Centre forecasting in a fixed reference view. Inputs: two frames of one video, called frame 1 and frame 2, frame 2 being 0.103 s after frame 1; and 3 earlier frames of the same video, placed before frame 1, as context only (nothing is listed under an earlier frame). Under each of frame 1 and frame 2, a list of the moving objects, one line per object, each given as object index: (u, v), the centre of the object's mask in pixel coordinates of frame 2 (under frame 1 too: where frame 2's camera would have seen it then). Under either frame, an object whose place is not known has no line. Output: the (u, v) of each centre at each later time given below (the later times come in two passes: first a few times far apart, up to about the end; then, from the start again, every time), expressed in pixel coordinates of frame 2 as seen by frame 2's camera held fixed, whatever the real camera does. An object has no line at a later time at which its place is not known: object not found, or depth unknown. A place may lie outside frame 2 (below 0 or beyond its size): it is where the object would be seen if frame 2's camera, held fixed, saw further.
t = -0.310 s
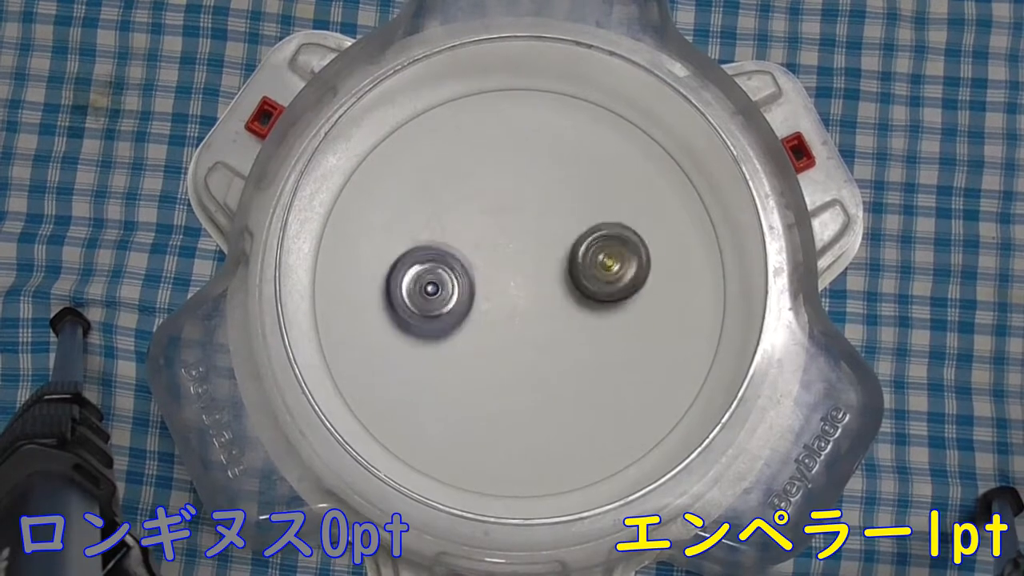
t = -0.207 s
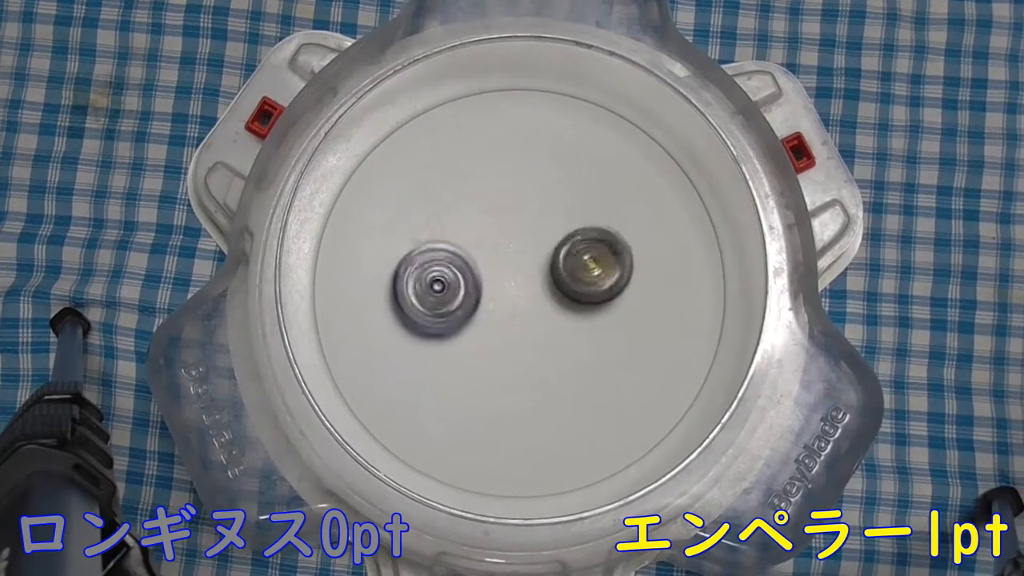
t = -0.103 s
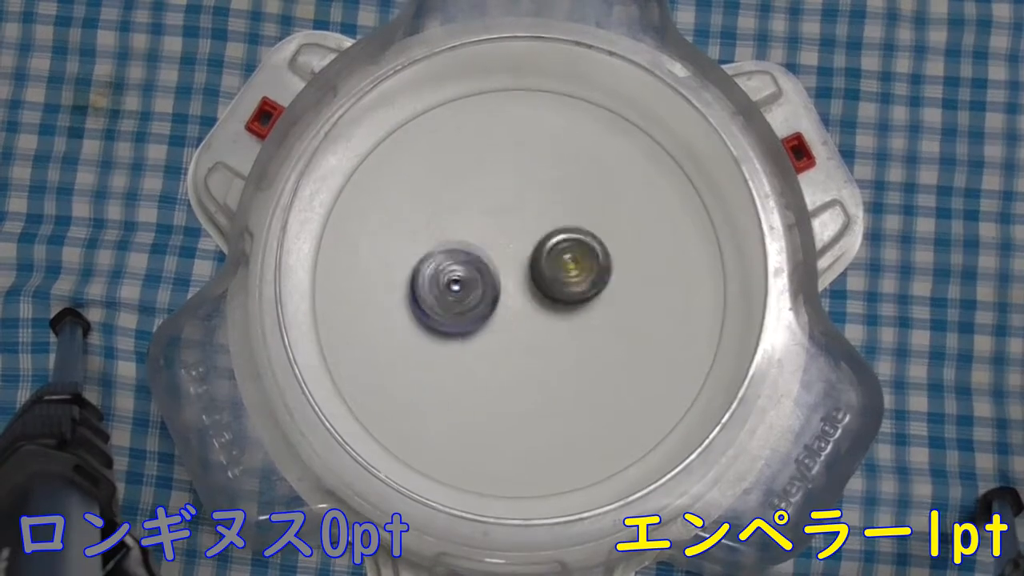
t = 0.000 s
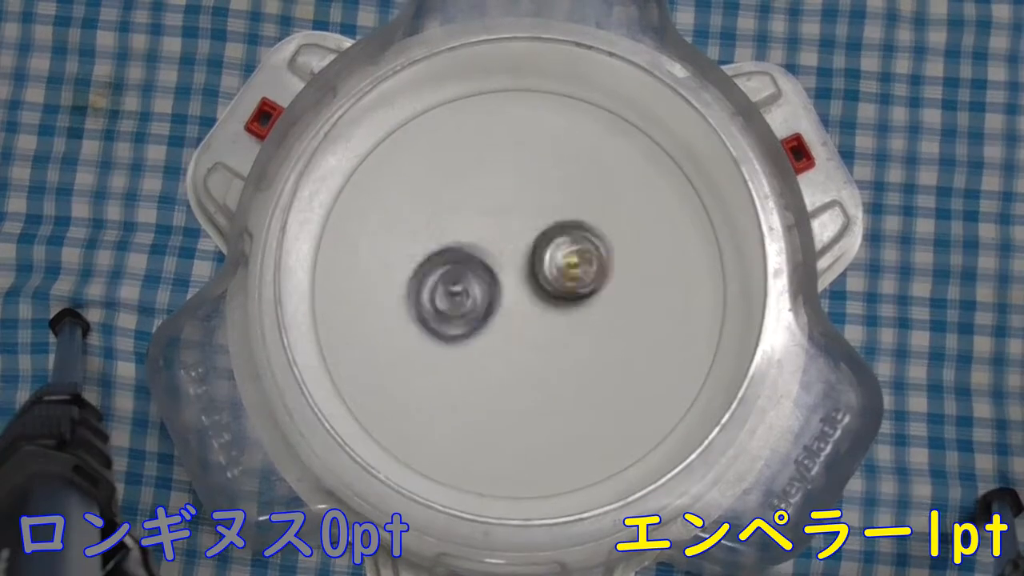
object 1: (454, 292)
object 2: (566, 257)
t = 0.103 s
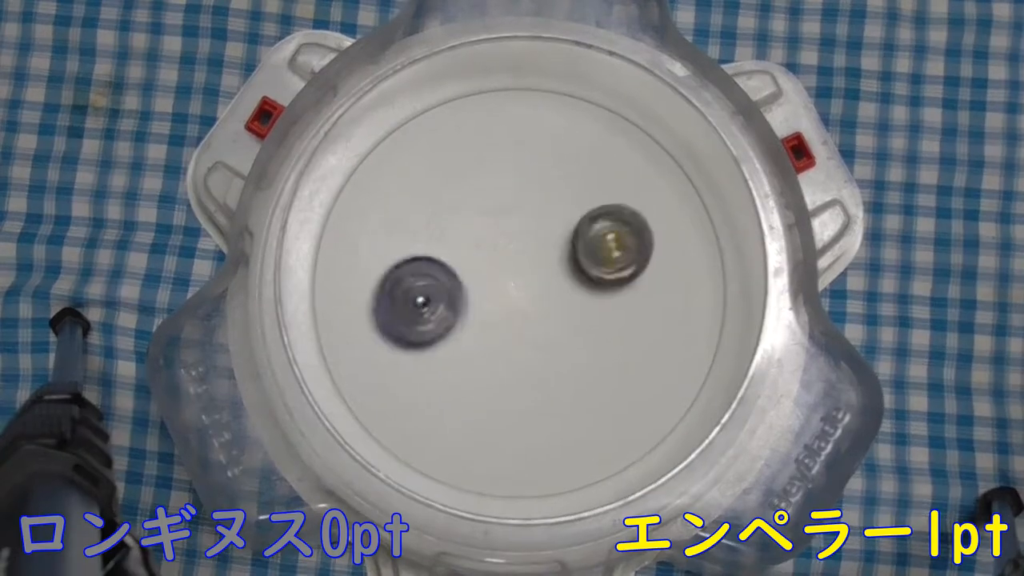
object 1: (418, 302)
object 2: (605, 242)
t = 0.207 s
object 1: (421, 304)
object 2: (610, 231)
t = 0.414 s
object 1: (457, 293)
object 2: (605, 234)
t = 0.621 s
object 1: (502, 251)
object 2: (579, 245)
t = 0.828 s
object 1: (458, 216)
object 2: (564, 249)
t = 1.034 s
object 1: (455, 242)
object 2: (532, 239)
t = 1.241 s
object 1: (468, 300)
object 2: (532, 229)
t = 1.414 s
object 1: (540, 331)
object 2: (541, 214)
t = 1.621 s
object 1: (599, 302)
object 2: (542, 221)
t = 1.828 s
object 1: (625, 300)
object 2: (509, 209)
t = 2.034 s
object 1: (588, 313)
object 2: (488, 203)
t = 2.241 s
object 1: (523, 336)
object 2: (481, 206)
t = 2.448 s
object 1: (493, 363)
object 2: (477, 229)
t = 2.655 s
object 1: (498, 342)
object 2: (460, 252)
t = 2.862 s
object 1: (487, 364)
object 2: (466, 223)
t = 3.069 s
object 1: (493, 328)
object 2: (466, 231)
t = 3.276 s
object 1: (515, 328)
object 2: (473, 238)
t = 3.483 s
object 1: (529, 312)
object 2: (471, 250)
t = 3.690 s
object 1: (556, 294)
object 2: (472, 251)
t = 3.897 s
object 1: (568, 303)
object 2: (476, 268)
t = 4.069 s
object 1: (581, 317)
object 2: (485, 261)
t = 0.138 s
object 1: (417, 303)
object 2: (608, 237)
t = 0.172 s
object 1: (419, 303)
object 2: (610, 235)
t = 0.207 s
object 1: (421, 304)
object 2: (610, 231)
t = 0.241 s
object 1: (422, 304)
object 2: (611, 231)
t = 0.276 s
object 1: (430, 302)
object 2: (615, 229)
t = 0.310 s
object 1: (435, 302)
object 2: (614, 230)
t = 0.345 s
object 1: (441, 300)
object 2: (611, 230)
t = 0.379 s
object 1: (448, 296)
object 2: (609, 231)
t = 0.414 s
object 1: (457, 293)
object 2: (605, 234)
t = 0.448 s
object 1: (465, 288)
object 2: (603, 236)
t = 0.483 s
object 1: (475, 282)
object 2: (599, 238)
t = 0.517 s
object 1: (481, 275)
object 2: (593, 240)
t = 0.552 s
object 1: (490, 266)
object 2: (590, 241)
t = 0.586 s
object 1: (500, 259)
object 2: (583, 244)
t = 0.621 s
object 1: (502, 251)
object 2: (579, 245)
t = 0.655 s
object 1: (492, 243)
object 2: (582, 248)
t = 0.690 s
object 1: (482, 233)
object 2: (581, 250)
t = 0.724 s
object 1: (475, 225)
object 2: (576, 249)
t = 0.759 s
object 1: (469, 217)
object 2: (572, 248)
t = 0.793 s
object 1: (463, 214)
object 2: (567, 249)
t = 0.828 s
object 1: (458, 216)
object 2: (564, 249)
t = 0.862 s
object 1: (454, 216)
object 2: (556, 249)
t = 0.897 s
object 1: (452, 218)
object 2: (550, 247)
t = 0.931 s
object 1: (452, 221)
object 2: (546, 245)
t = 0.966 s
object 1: (452, 228)
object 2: (541, 243)
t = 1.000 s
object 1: (453, 234)
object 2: (537, 241)
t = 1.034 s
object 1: (455, 242)
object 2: (532, 239)
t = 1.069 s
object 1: (448, 253)
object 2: (536, 237)
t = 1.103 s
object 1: (447, 264)
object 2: (538, 237)
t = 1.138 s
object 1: (448, 277)
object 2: (536, 235)
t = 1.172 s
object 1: (453, 286)
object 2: (535, 233)
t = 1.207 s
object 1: (459, 294)
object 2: (533, 230)
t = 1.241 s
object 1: (468, 300)
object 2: (532, 229)
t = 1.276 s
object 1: (480, 302)
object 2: (532, 228)
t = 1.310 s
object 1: (499, 315)
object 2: (537, 219)
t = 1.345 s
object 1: (512, 323)
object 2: (540, 215)
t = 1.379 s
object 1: (525, 329)
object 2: (541, 214)
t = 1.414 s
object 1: (540, 331)
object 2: (541, 214)
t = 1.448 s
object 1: (554, 331)
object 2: (541, 213)
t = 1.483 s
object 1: (568, 328)
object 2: (541, 213)
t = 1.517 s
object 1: (578, 324)
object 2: (543, 214)
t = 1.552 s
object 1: (588, 319)
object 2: (543, 216)
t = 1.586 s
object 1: (593, 311)
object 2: (544, 218)
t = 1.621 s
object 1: (599, 302)
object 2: (542, 221)
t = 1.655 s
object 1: (599, 295)
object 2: (543, 224)
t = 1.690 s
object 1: (601, 289)
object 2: (545, 226)
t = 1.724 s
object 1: (609, 294)
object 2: (530, 215)
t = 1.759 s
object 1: (617, 298)
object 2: (520, 211)
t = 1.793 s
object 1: (622, 298)
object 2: (513, 210)
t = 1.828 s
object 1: (625, 300)
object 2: (509, 209)
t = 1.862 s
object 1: (624, 302)
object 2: (504, 209)
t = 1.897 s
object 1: (620, 305)
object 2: (500, 207)
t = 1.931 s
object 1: (613, 309)
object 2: (496, 207)
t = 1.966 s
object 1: (605, 310)
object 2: (494, 204)
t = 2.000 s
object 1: (597, 313)
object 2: (491, 204)
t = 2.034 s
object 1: (588, 313)
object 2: (488, 203)
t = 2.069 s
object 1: (577, 312)
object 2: (486, 202)
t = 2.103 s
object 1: (566, 316)
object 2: (484, 202)
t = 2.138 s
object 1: (555, 319)
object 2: (483, 203)
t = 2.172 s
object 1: (543, 324)
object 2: (483, 203)
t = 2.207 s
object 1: (533, 330)
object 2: (481, 205)
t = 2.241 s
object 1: (523, 336)
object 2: (481, 206)
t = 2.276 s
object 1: (513, 341)
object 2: (481, 208)
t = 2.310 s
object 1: (506, 348)
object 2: (483, 210)
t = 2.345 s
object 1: (495, 357)
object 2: (481, 216)
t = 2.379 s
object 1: (493, 360)
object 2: (479, 220)
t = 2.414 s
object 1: (493, 362)
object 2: (479, 224)
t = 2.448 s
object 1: (493, 363)
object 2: (477, 229)
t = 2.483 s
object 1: (495, 363)
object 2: (476, 233)
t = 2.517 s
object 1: (495, 362)
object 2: (473, 238)
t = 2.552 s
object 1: (497, 359)
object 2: (470, 242)
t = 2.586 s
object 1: (499, 354)
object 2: (467, 246)
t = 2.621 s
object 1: (498, 349)
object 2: (463, 249)
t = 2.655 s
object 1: (498, 342)
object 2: (460, 252)
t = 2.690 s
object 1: (499, 339)
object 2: (460, 251)
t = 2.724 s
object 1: (496, 350)
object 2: (462, 237)
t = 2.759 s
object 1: (492, 359)
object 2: (463, 227)
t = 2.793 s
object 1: (490, 361)
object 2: (465, 222)
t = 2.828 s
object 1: (487, 364)
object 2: (464, 222)
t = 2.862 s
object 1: (487, 364)
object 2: (466, 223)
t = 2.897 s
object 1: (487, 363)
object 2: (465, 224)
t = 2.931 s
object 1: (487, 358)
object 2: (463, 226)
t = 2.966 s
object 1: (488, 350)
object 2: (461, 226)
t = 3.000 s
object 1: (488, 343)
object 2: (462, 228)
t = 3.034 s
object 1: (490, 335)
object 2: (464, 230)
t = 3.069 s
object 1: (493, 328)
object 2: (466, 231)
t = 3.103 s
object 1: (495, 326)
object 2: (469, 235)
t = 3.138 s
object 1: (499, 326)
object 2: (473, 233)
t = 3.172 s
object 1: (503, 324)
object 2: (473, 236)
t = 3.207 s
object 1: (507, 326)
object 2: (473, 238)
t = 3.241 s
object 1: (512, 328)
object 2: (472, 239)
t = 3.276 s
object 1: (515, 328)
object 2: (473, 238)
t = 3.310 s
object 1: (519, 328)
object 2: (473, 240)
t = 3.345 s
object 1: (523, 325)
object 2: (470, 242)
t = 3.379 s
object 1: (525, 323)
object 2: (470, 245)
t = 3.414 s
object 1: (524, 321)
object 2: (470, 247)
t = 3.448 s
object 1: (527, 317)
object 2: (470, 247)
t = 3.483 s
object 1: (529, 312)
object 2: (471, 250)
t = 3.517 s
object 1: (530, 308)
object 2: (470, 252)
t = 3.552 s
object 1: (532, 302)
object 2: (466, 253)
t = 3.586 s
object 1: (537, 298)
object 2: (464, 250)
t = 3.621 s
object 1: (543, 295)
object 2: (464, 248)
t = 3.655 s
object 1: (549, 294)
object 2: (467, 247)
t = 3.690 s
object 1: (556, 294)
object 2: (472, 251)
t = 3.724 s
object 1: (561, 296)
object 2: (472, 258)
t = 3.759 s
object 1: (563, 299)
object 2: (471, 263)
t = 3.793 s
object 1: (565, 300)
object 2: (472, 265)
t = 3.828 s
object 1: (565, 301)
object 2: (474, 266)
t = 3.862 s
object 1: (565, 301)
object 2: (474, 268)
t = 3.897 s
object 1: (568, 303)
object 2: (476, 268)
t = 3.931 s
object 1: (574, 308)
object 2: (477, 267)
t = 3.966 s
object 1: (578, 312)
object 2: (476, 262)
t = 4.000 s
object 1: (580, 315)
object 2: (479, 261)
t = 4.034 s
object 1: (581, 317)
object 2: (482, 259)
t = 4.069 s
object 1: (581, 317)
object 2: (485, 261)
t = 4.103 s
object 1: (581, 317)
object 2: (492, 264)
